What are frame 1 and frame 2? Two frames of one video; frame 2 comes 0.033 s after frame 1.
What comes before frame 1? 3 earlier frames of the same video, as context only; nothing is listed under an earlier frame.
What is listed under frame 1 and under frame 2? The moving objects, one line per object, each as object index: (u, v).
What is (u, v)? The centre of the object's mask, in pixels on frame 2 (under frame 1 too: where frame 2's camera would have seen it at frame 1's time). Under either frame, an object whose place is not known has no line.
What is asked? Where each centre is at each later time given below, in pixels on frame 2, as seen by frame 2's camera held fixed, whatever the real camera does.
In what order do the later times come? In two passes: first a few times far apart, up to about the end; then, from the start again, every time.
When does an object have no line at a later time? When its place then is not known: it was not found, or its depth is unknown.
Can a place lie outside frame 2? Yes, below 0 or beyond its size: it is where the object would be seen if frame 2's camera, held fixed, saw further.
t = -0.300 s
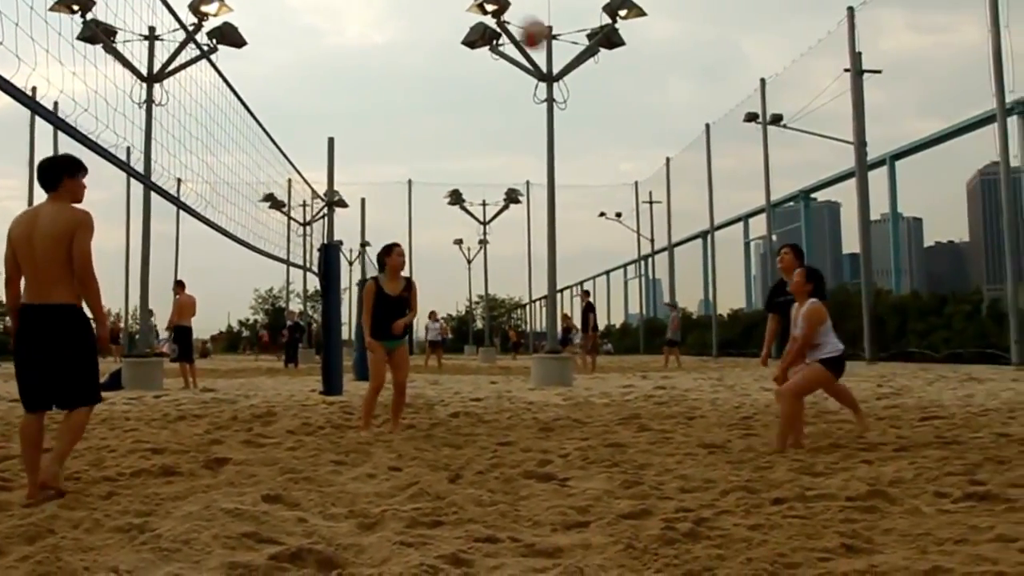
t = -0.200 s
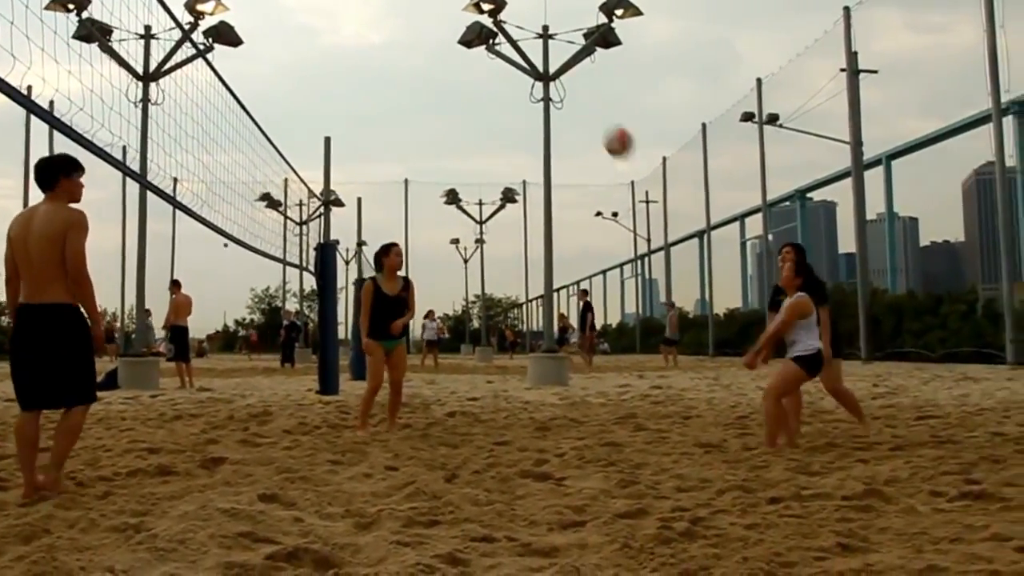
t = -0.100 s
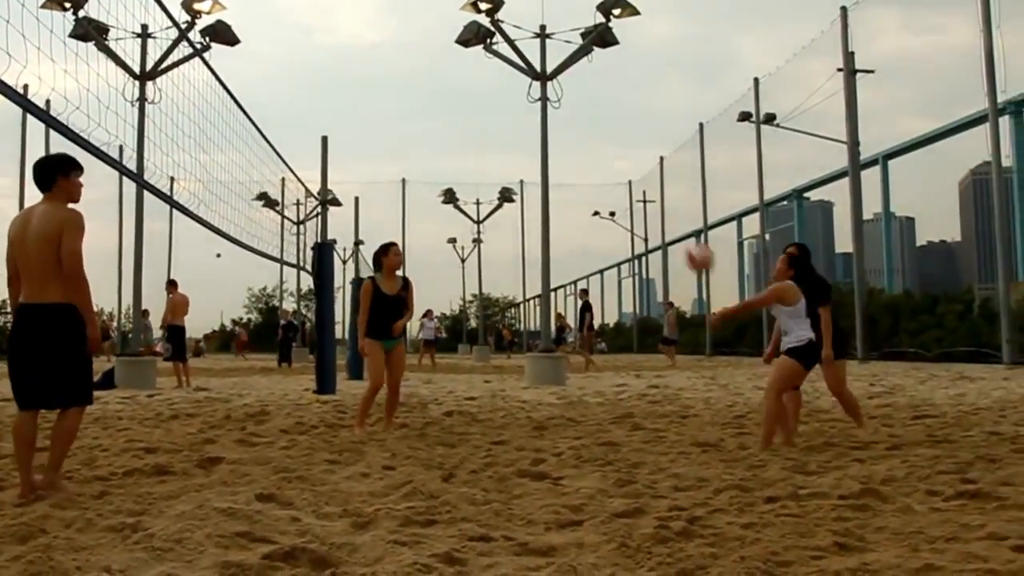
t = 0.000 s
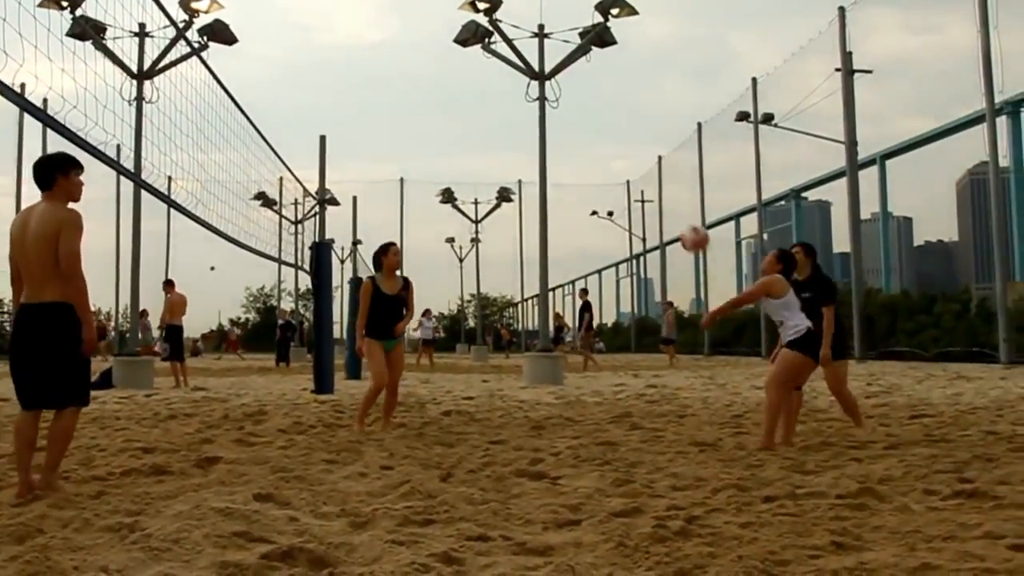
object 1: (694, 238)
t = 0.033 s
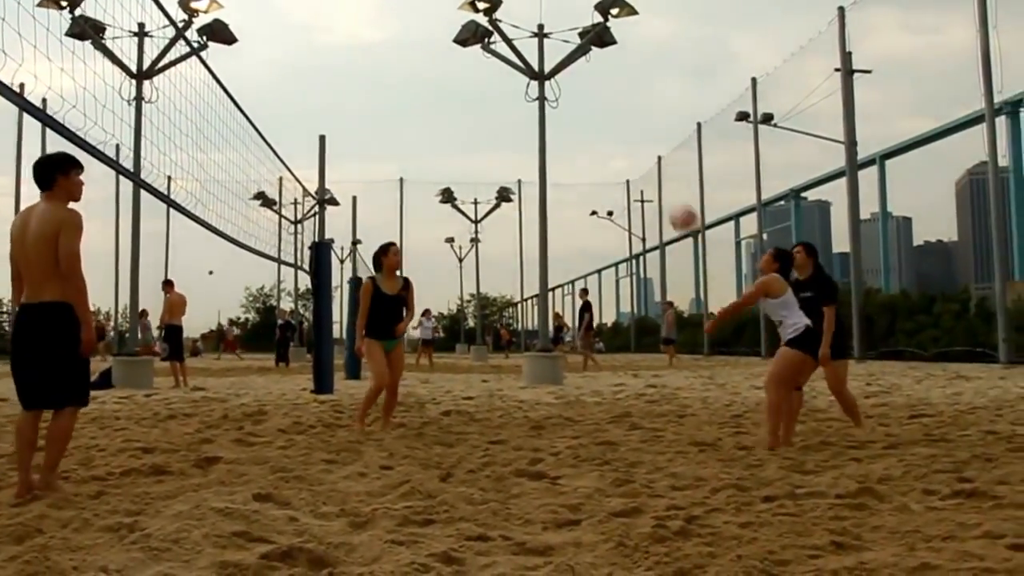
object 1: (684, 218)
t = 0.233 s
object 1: (615, 114)
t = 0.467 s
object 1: (539, 57)
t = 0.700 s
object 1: (468, 67)
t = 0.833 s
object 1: (429, 101)
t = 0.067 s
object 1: (673, 198)
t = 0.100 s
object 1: (660, 178)
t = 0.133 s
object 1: (649, 159)
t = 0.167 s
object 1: (637, 142)
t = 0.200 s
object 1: (626, 128)
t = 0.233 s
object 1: (615, 114)
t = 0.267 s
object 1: (603, 102)
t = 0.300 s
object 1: (592, 90)
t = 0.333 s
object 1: (581, 80)
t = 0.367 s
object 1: (570, 72)
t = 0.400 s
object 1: (560, 65)
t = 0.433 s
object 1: (550, 61)
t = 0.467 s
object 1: (539, 57)
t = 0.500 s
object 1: (530, 53)
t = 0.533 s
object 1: (519, 51)
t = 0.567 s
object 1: (509, 53)
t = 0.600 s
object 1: (499, 55)
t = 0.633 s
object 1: (488, 58)
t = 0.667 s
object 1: (478, 61)
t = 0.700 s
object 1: (468, 67)
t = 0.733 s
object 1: (458, 73)
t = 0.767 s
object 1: (448, 81)
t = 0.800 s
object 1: (439, 90)
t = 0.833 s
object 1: (429, 101)
